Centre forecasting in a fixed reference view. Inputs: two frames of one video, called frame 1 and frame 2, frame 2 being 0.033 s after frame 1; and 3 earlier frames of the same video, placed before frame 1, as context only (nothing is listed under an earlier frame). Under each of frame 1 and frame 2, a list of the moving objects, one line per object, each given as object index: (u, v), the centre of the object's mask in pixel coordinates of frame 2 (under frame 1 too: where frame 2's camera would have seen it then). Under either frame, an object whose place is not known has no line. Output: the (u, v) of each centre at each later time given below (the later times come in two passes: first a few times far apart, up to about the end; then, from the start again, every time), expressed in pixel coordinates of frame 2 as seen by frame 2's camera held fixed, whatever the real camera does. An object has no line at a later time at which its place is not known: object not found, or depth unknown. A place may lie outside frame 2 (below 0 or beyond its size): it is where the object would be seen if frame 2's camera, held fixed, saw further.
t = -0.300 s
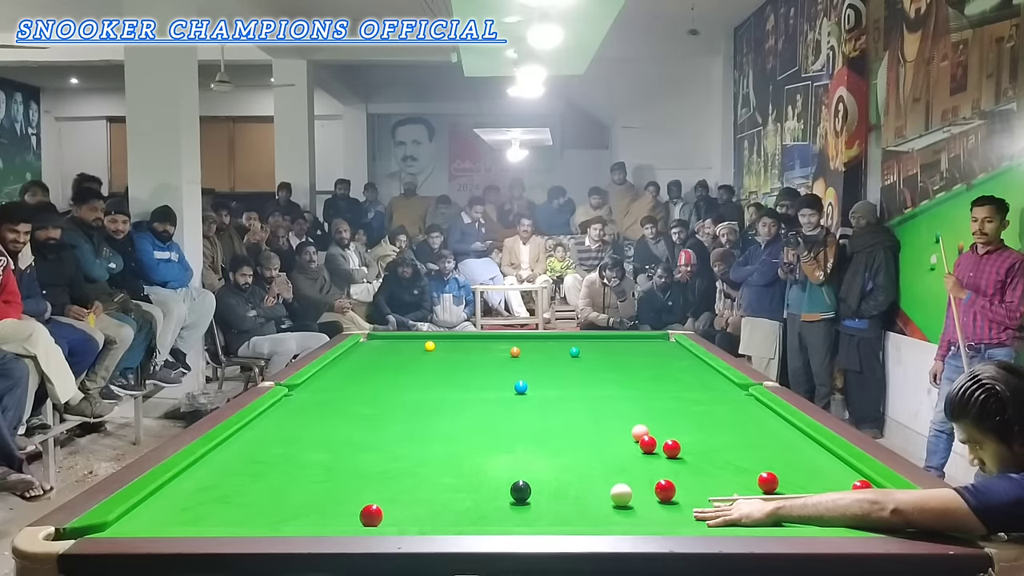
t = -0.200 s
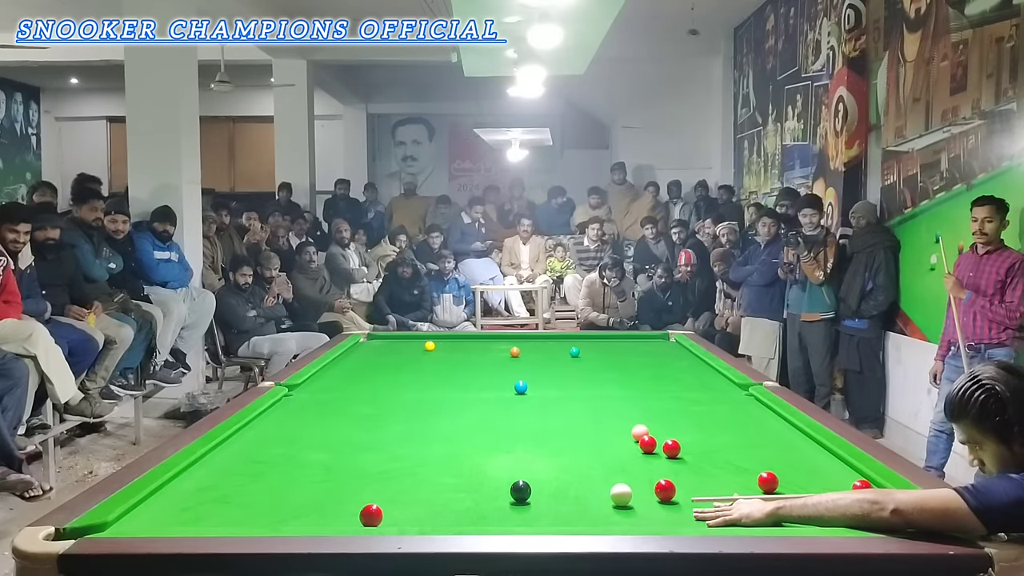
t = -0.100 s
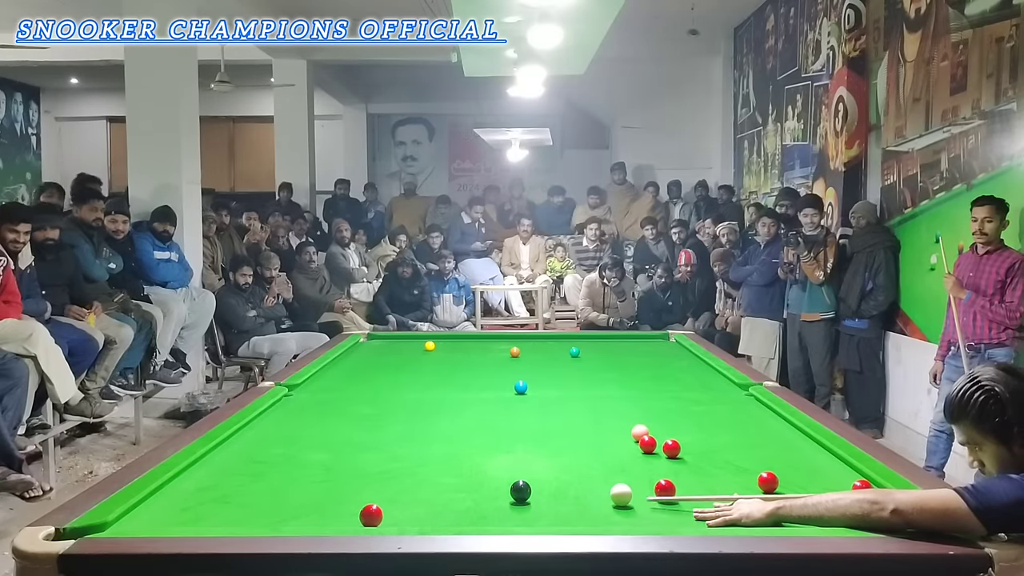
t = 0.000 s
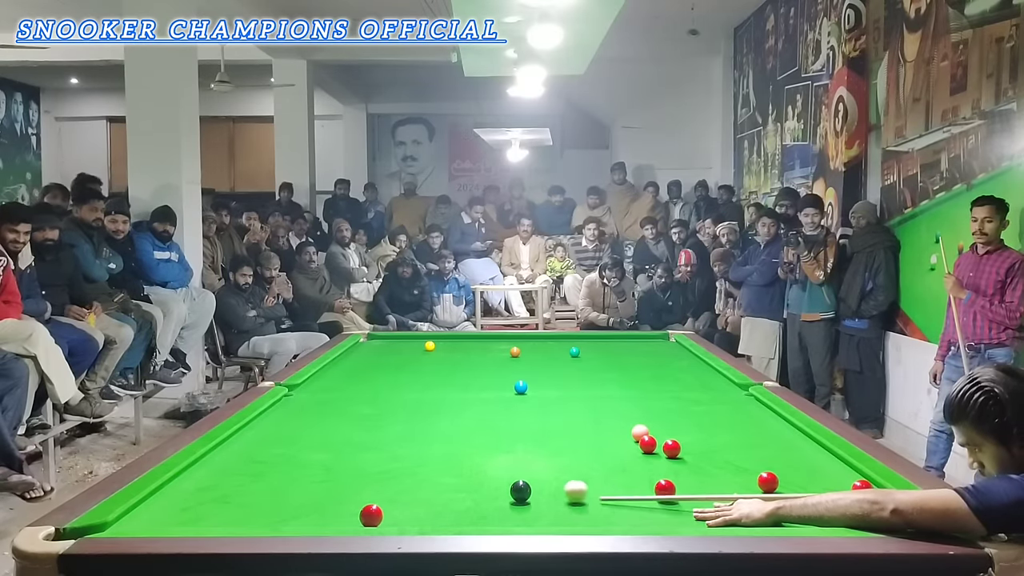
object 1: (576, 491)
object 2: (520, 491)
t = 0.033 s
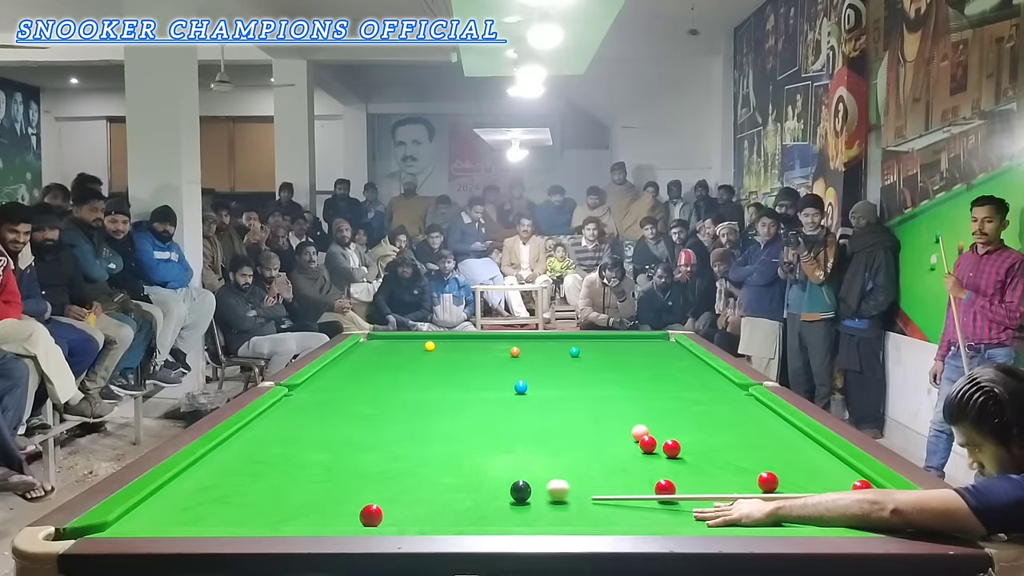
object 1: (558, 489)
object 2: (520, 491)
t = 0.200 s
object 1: (533, 482)
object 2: (482, 494)
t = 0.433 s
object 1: (523, 474)
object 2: (420, 500)
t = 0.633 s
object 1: (515, 467)
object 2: (365, 501)
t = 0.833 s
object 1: (508, 461)
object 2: (314, 510)
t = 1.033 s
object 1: (501, 456)
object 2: (262, 514)
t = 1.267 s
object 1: (495, 451)
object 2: (201, 519)
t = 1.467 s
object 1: (490, 447)
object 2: (150, 521)
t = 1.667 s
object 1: (485, 444)
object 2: (102, 526)
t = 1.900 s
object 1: (481, 440)
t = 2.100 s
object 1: (477, 438)
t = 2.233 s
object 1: (475, 437)
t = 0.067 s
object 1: (541, 489)
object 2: (520, 491)
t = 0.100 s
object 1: (538, 487)
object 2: (510, 492)
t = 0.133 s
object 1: (536, 486)
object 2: (500, 493)
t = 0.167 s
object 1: (535, 484)
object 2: (491, 494)
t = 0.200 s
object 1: (533, 482)
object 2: (482, 494)
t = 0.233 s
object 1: (531, 481)
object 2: (473, 495)
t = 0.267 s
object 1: (530, 480)
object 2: (464, 496)
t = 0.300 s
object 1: (528, 478)
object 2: (456, 497)
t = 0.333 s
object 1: (527, 478)
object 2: (447, 498)
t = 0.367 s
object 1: (526, 476)
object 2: (438, 498)
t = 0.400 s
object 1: (524, 475)
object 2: (429, 499)
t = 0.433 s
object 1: (523, 474)
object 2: (420, 500)
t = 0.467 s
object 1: (521, 473)
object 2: (411, 501)
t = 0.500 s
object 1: (520, 471)
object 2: (402, 502)
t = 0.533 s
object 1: (519, 470)
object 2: (393, 503)
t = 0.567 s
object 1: (518, 469)
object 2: (386, 502)
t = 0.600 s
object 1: (516, 468)
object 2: (377, 500)
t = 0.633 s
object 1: (515, 467)
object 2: (365, 501)
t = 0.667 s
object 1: (514, 466)
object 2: (357, 505)
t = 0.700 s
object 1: (512, 465)
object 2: (349, 507)
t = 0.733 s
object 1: (511, 464)
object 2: (340, 507)
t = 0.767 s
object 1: (510, 463)
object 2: (332, 508)
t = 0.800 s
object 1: (509, 462)
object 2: (323, 509)
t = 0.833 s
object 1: (508, 461)
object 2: (314, 510)
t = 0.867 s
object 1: (507, 460)
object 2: (305, 511)
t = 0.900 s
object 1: (506, 459)
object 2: (297, 512)
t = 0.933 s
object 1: (504, 458)
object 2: (288, 513)
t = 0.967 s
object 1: (503, 458)
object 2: (279, 513)
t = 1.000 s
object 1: (502, 457)
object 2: (271, 514)
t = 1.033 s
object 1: (501, 456)
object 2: (262, 514)
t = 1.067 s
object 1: (500, 455)
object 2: (253, 515)
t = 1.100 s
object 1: (499, 454)
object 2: (244, 516)
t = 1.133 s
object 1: (498, 453)
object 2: (236, 516)
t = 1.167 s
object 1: (497, 453)
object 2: (227, 517)
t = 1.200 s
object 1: (497, 452)
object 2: (218, 518)
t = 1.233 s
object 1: (495, 452)
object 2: (210, 518)
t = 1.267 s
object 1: (495, 451)
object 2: (201, 519)
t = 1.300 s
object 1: (494, 450)
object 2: (193, 519)
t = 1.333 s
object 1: (493, 449)
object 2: (184, 519)
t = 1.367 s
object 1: (492, 449)
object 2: (176, 520)
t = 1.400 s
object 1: (491, 448)
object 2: (167, 521)
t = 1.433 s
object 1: (491, 447)
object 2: (159, 521)
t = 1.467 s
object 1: (490, 447)
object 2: (150, 521)
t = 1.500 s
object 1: (489, 446)
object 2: (141, 521)
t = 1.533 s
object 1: (488, 446)
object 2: (133, 522)
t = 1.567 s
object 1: (487, 445)
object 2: (125, 523)
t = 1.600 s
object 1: (487, 445)
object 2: (116, 524)
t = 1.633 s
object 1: (486, 444)
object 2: (108, 525)
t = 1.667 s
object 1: (485, 444)
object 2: (102, 526)
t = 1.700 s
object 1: (485, 443)
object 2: (100, 528)
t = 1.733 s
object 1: (484, 443)
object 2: (98, 530)
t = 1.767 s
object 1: (483, 442)
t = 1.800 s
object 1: (483, 442)
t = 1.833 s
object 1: (482, 441)
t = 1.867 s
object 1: (481, 441)
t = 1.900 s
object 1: (481, 440)
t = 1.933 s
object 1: (480, 440)
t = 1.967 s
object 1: (480, 440)
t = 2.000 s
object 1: (479, 439)
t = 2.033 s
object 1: (479, 439)
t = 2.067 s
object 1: (478, 438)
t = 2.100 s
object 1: (477, 438)
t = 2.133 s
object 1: (477, 438)
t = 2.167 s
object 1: (476, 438)
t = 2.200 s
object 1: (476, 437)
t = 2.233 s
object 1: (475, 437)
